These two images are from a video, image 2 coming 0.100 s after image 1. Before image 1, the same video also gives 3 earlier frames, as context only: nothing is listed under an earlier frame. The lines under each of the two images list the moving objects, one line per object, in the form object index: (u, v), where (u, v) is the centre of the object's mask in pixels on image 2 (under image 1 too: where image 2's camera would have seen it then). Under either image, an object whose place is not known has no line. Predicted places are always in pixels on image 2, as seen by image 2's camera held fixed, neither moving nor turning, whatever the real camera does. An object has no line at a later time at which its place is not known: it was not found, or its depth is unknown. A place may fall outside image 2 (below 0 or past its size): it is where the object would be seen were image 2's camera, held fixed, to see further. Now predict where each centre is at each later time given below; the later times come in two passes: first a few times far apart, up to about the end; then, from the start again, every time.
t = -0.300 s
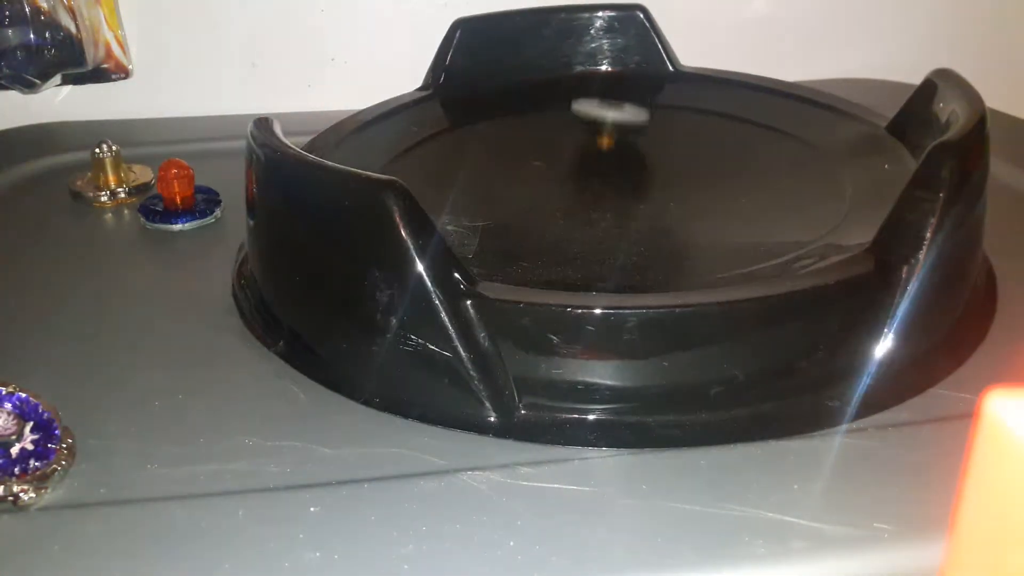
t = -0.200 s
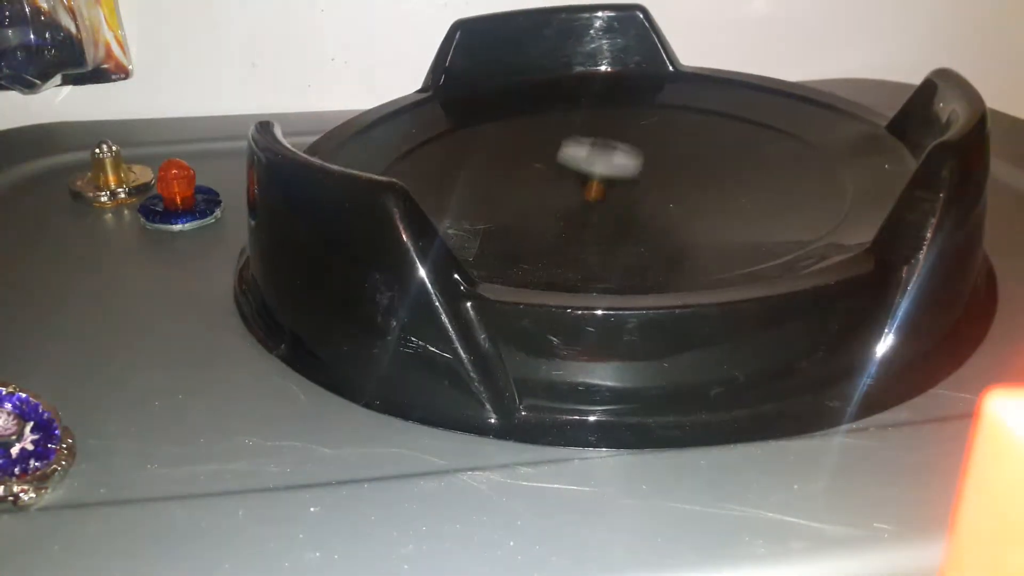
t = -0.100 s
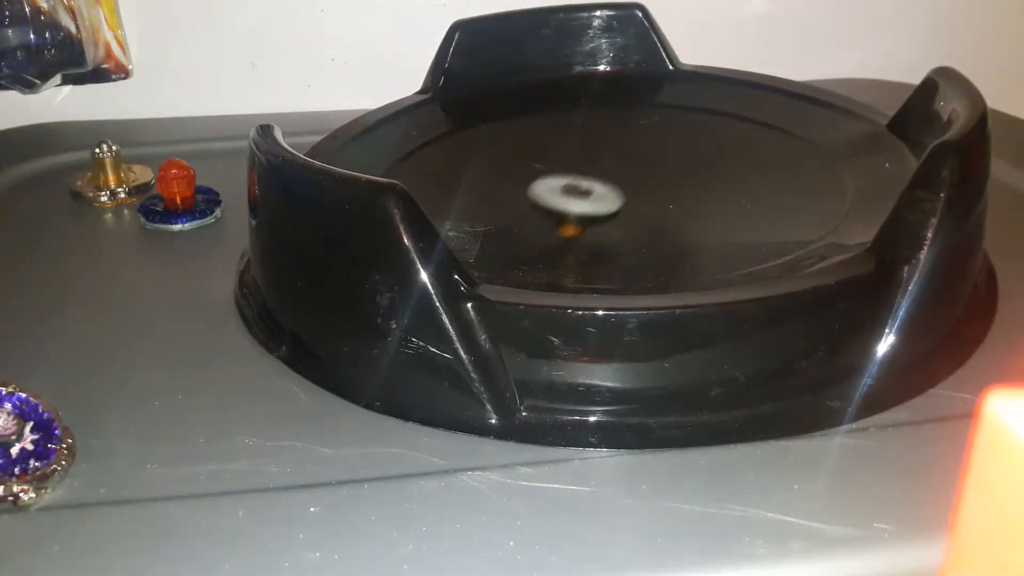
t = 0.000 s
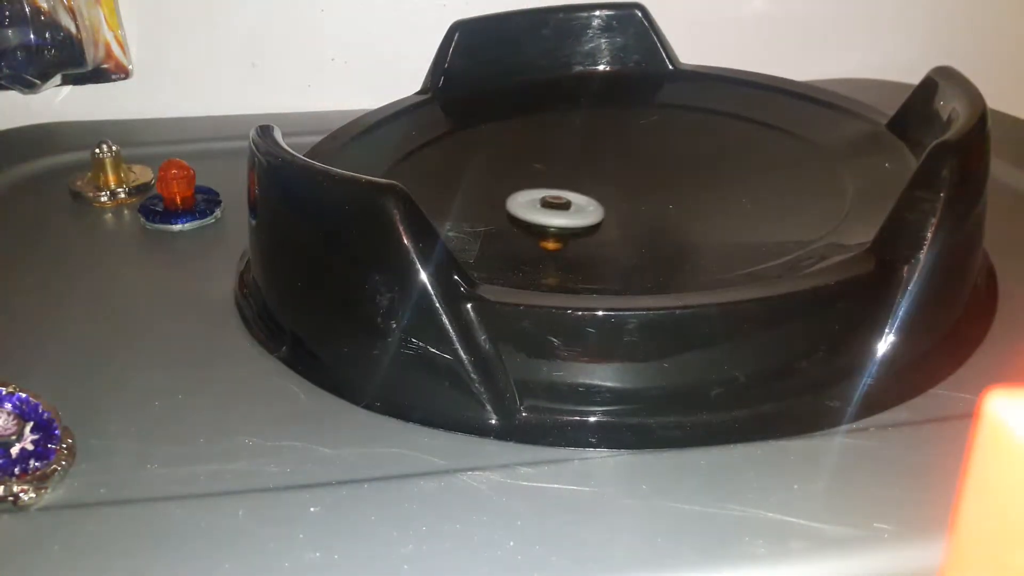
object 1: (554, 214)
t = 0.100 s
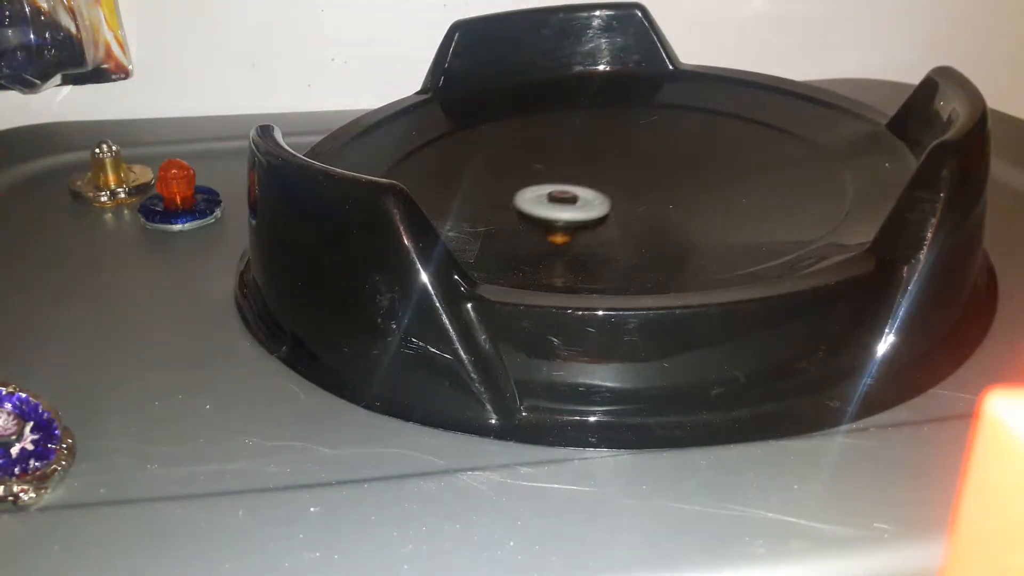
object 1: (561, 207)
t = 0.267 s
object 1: (559, 184)
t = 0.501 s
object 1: (491, 167)
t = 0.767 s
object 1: (449, 194)
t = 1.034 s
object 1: (585, 198)
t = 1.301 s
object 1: (634, 155)
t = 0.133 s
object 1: (565, 203)
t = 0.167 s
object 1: (567, 198)
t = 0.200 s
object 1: (567, 193)
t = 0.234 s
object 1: (564, 189)
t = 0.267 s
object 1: (559, 184)
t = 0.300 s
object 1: (552, 179)
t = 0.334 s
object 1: (544, 175)
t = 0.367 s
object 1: (534, 173)
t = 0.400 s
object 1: (524, 170)
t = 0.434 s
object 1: (512, 168)
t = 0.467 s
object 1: (502, 167)
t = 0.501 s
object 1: (491, 167)
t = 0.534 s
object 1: (481, 168)
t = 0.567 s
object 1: (472, 171)
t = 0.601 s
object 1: (464, 174)
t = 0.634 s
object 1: (456, 178)
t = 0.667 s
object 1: (450, 182)
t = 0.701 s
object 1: (446, 186)
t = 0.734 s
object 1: (445, 190)
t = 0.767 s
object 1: (449, 194)
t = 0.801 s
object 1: (457, 197)
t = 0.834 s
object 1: (466, 199)
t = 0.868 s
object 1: (481, 201)
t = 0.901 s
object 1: (500, 202)
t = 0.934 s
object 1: (522, 202)
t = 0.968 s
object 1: (544, 201)
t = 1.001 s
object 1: (565, 199)
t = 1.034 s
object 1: (585, 198)
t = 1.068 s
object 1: (603, 195)
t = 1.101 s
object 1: (617, 190)
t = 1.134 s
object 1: (629, 183)
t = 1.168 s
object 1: (639, 177)
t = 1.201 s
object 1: (644, 171)
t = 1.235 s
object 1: (645, 165)
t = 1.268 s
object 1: (642, 159)
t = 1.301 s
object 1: (634, 155)
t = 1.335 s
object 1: (623, 153)
